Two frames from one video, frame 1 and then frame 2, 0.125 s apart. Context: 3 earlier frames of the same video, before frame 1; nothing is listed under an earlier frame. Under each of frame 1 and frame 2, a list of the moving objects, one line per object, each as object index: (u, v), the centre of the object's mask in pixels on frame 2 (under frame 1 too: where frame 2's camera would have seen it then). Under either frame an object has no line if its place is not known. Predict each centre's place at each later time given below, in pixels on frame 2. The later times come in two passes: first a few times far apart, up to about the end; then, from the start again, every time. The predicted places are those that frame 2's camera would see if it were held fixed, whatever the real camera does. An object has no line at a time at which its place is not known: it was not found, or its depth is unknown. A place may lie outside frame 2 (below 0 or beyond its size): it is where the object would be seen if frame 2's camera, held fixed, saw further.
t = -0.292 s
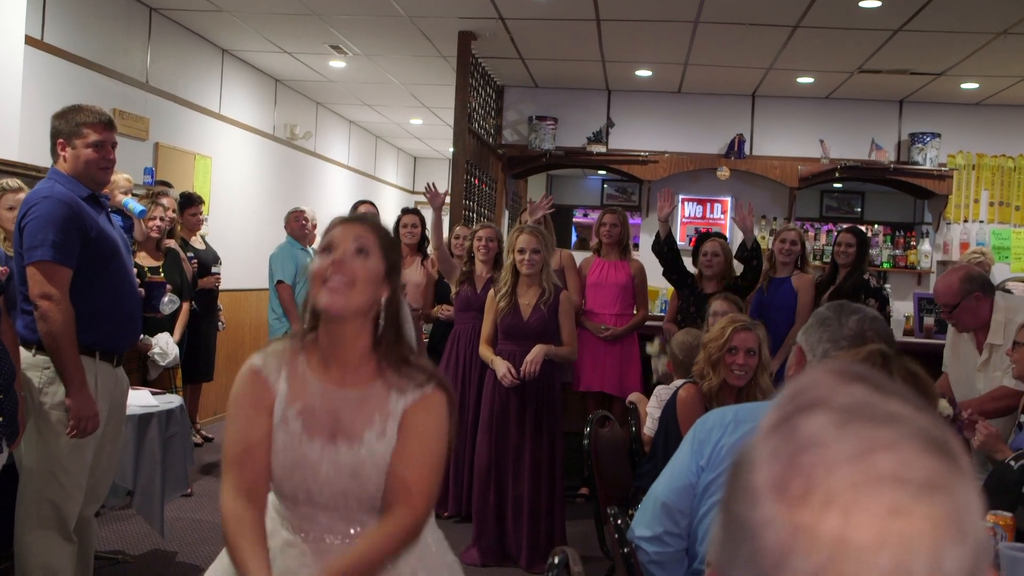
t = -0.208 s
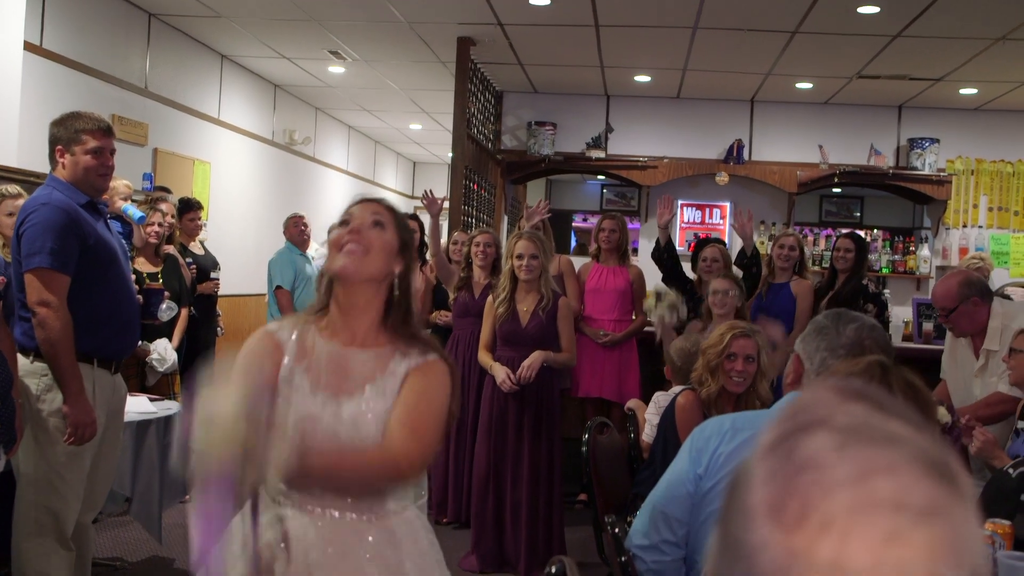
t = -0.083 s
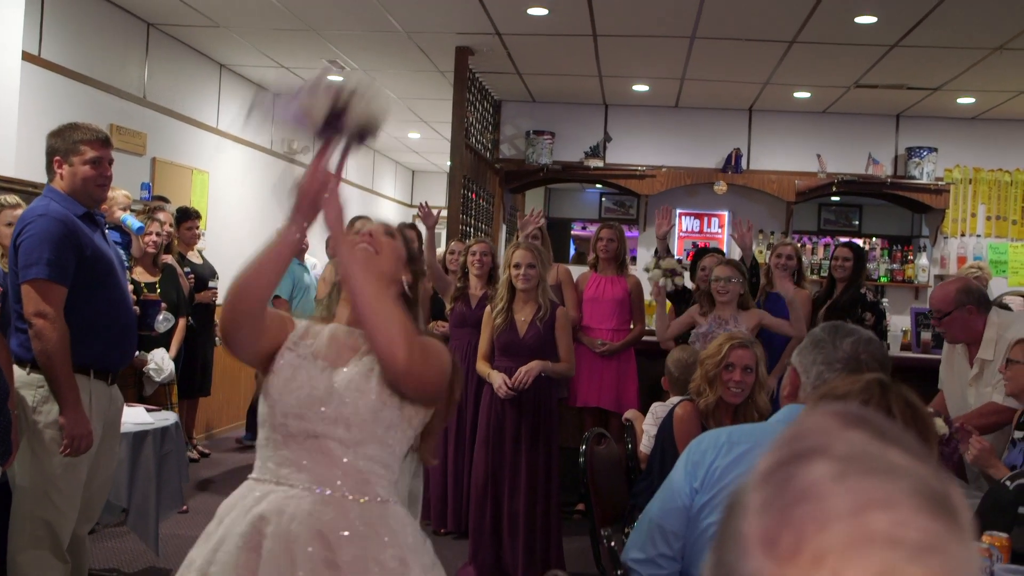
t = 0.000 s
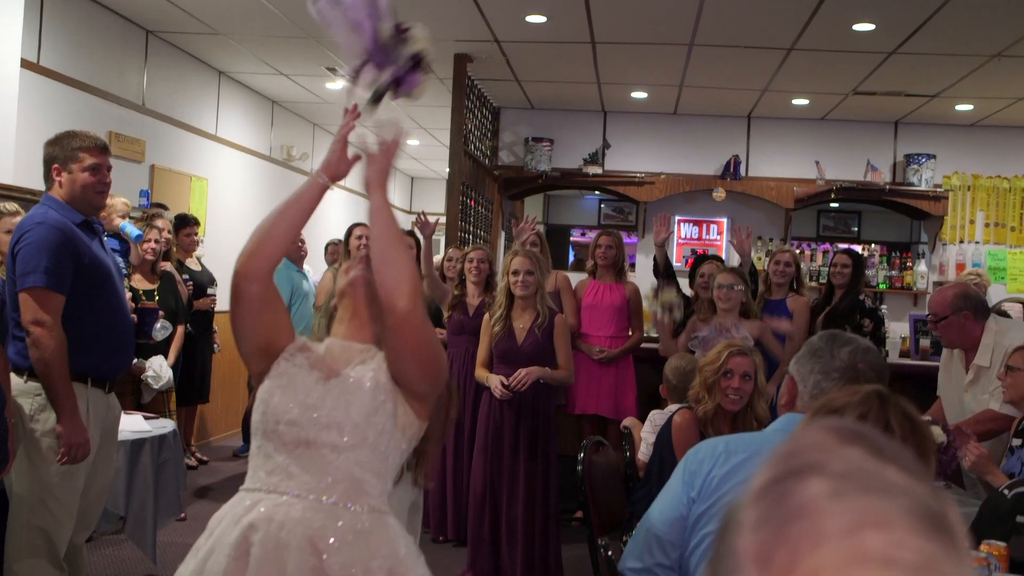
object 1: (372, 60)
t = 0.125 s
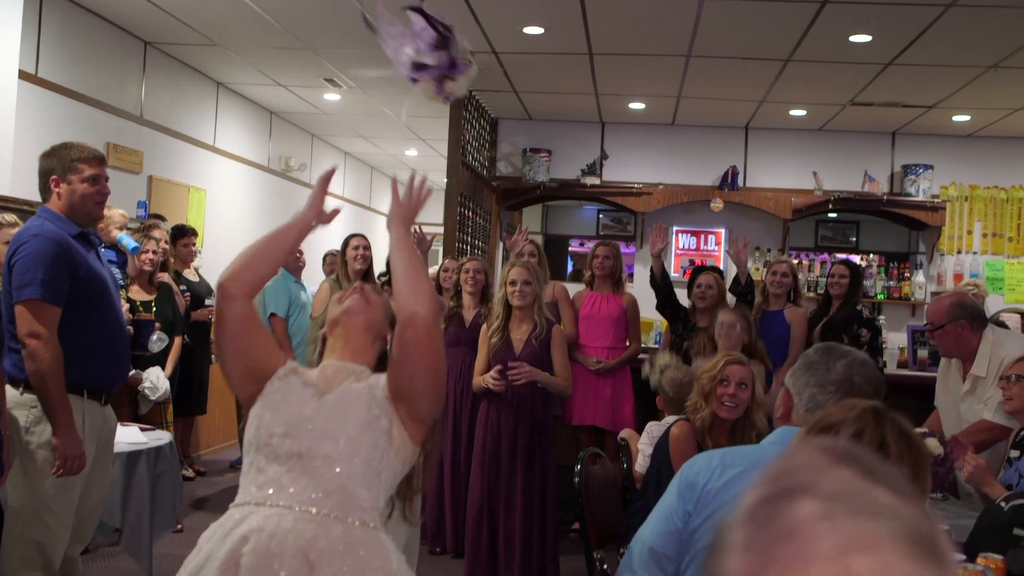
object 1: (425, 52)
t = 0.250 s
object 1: (467, 92)
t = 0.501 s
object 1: (509, 250)
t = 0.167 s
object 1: (450, 64)
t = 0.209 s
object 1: (454, 76)
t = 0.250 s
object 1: (467, 92)
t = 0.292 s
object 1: (473, 108)
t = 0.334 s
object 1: (480, 135)
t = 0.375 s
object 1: (490, 161)
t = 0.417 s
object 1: (497, 188)
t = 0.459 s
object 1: (501, 215)
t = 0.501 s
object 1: (509, 250)
